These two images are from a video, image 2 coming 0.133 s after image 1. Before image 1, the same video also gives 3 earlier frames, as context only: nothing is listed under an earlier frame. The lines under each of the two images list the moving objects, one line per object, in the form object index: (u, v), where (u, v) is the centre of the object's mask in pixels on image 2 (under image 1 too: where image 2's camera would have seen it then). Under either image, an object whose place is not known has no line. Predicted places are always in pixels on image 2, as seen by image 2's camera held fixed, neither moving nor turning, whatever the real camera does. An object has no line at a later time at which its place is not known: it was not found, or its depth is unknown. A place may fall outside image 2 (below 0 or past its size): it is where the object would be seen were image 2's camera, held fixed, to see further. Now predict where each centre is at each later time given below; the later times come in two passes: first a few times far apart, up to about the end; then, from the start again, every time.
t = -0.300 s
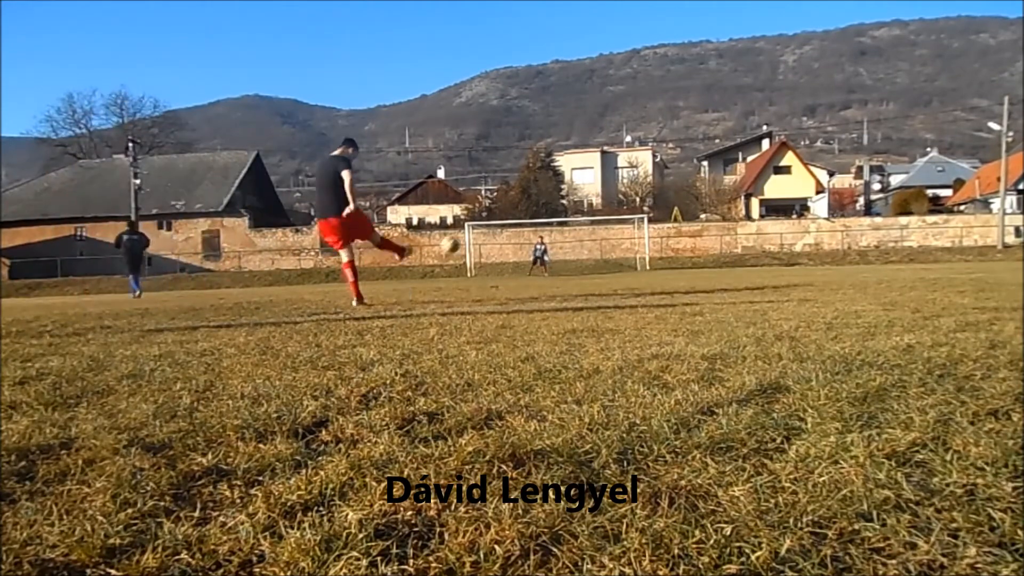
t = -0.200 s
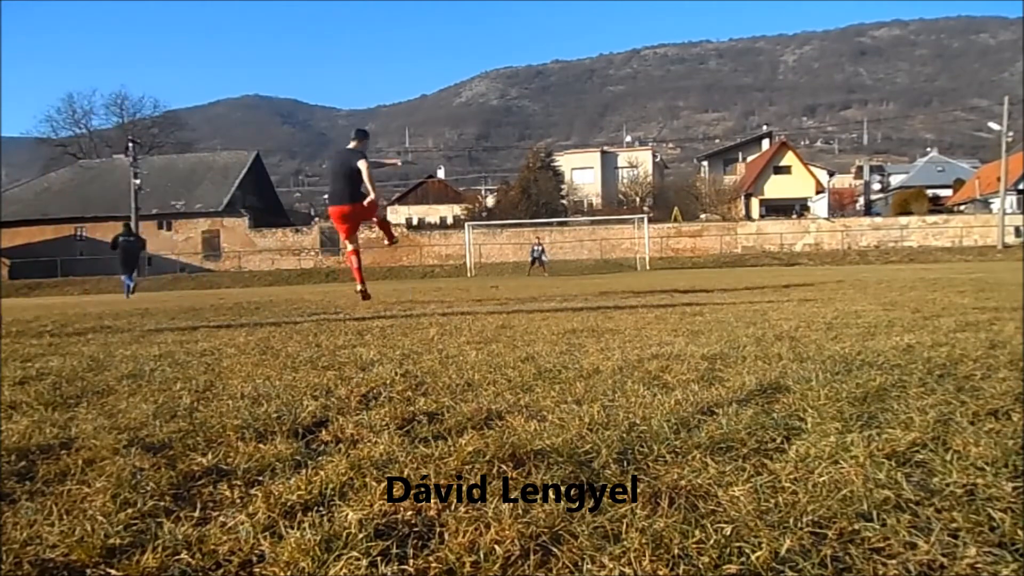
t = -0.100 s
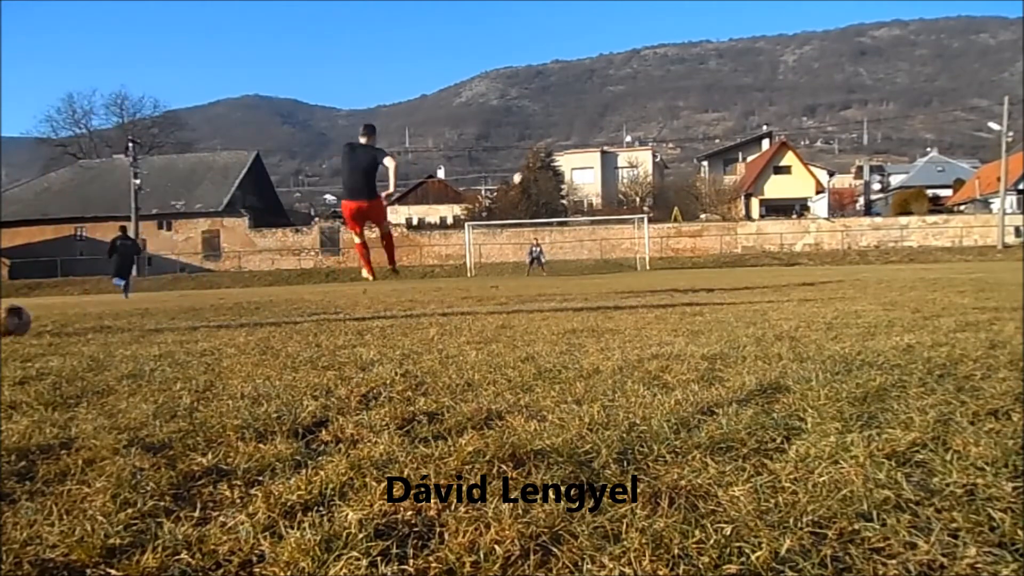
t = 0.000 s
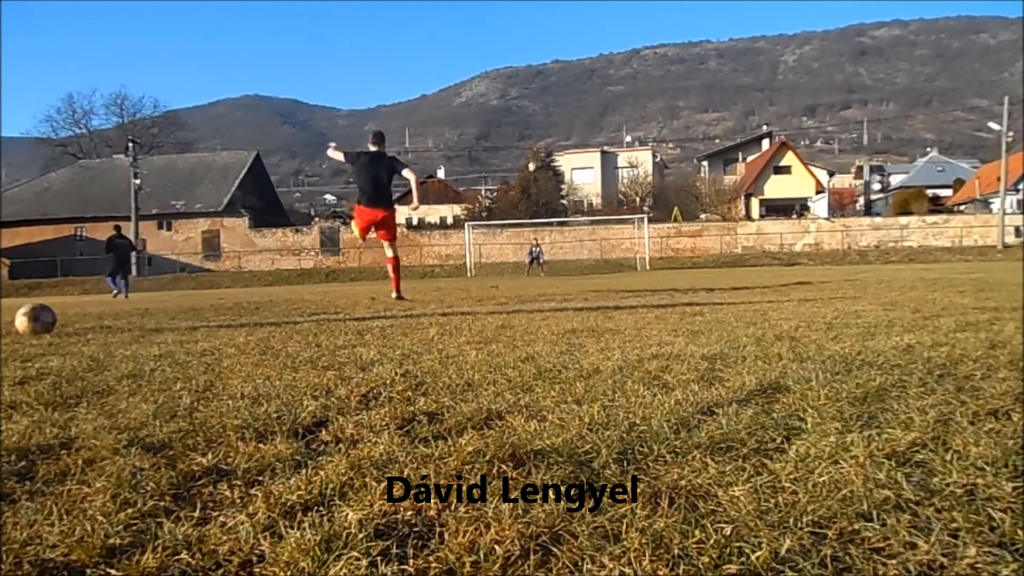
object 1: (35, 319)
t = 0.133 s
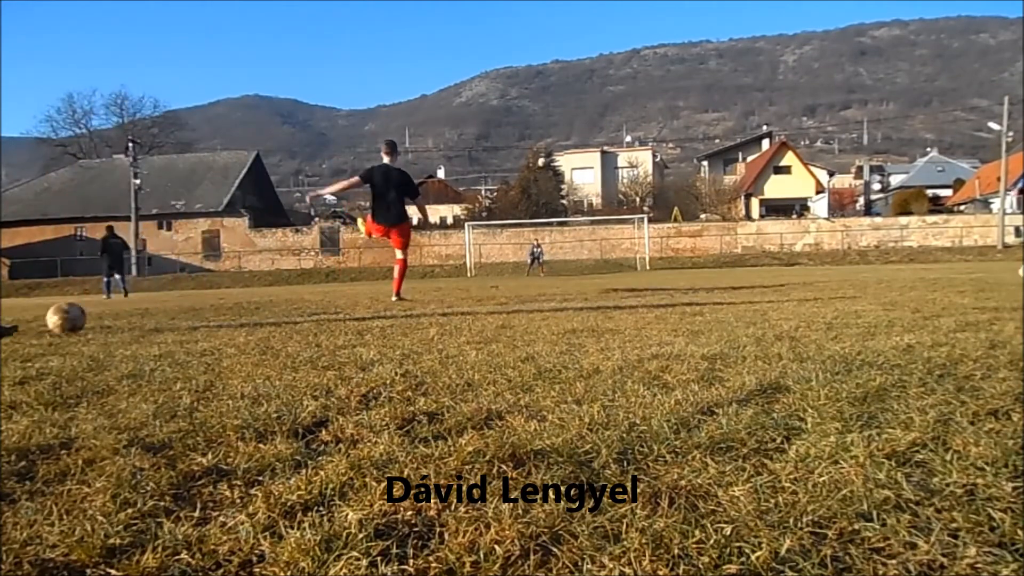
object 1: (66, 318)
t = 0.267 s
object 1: (93, 316)
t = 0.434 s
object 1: (125, 315)
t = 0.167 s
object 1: (73, 317)
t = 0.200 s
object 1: (80, 318)
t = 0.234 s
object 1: (86, 317)
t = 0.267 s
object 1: (93, 316)
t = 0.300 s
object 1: (100, 316)
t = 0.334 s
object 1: (106, 316)
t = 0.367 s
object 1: (112, 316)
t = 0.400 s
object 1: (119, 315)
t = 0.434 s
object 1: (125, 315)
